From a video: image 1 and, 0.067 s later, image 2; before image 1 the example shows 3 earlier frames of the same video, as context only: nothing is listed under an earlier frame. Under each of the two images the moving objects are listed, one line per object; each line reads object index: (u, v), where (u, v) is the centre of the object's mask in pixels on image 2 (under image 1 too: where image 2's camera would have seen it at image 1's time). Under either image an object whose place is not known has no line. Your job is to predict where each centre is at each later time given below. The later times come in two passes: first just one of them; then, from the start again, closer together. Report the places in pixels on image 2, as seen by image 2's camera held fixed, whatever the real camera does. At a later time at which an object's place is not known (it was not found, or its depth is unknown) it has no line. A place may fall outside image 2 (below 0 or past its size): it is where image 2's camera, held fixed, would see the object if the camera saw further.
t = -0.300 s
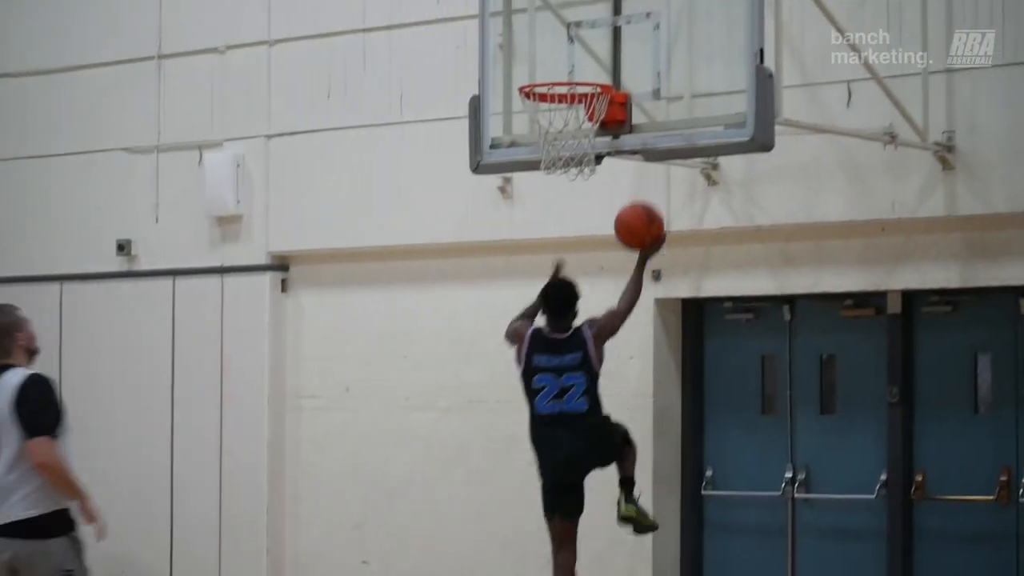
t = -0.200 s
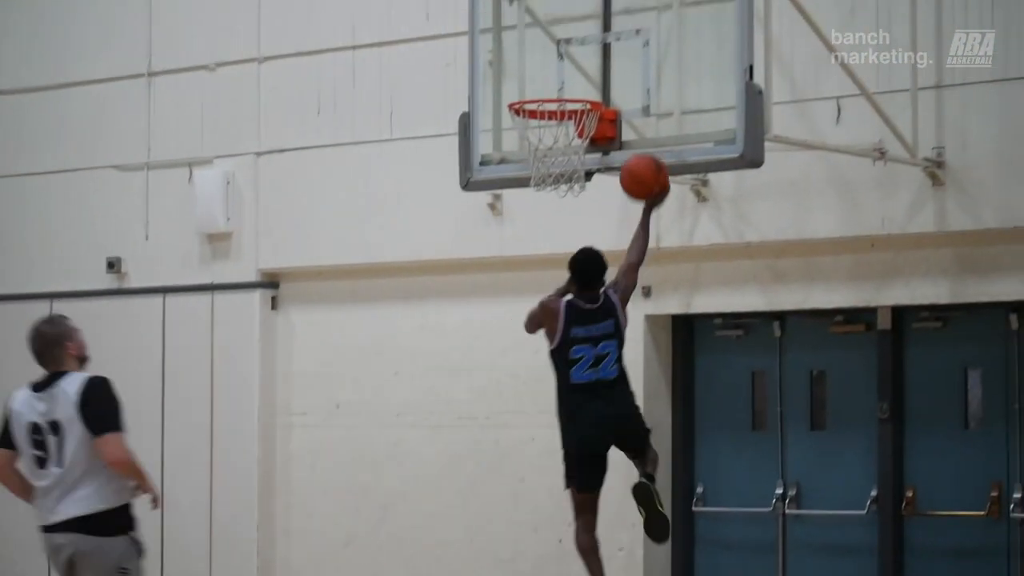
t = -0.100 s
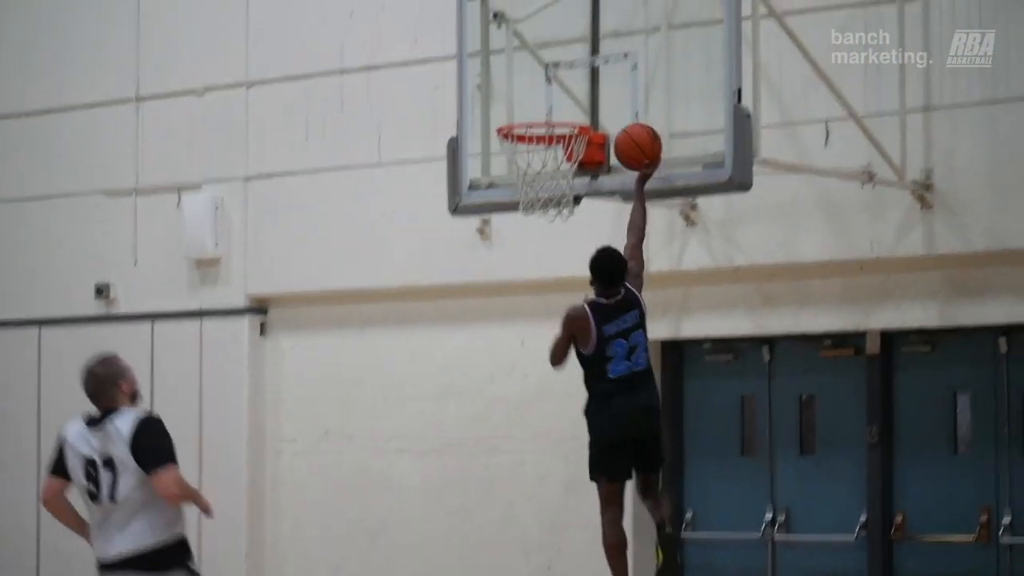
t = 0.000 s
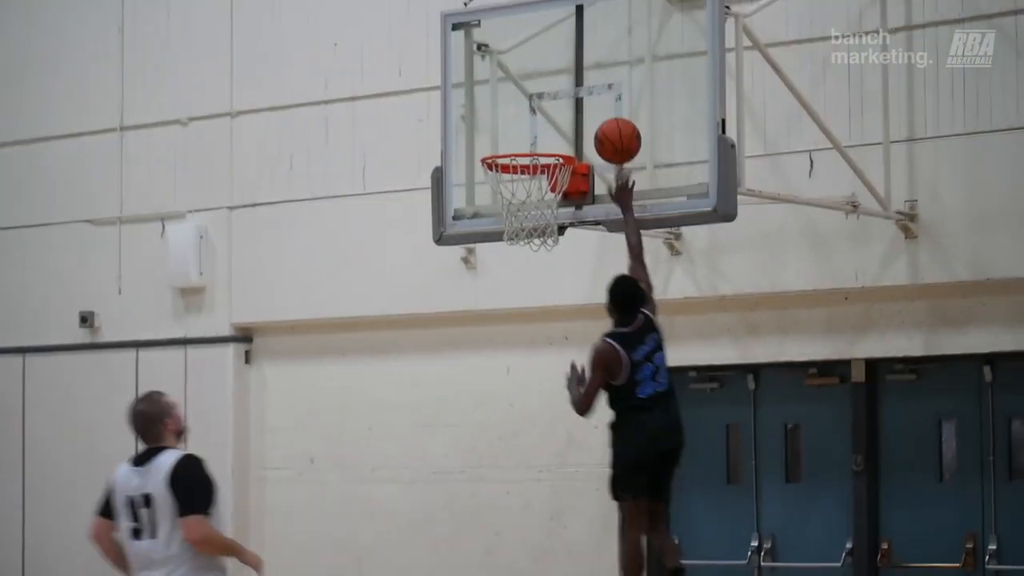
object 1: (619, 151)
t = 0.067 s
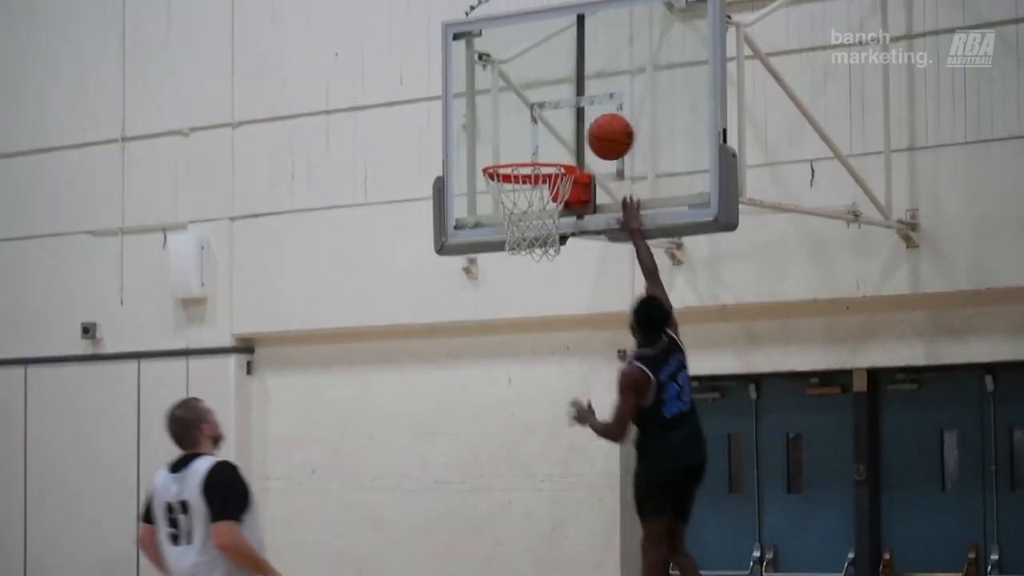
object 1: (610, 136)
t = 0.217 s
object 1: (572, 134)
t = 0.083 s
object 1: (606, 134)
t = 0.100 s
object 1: (602, 132)
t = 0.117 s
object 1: (598, 131)
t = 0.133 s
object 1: (594, 130)
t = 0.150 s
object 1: (589, 129)
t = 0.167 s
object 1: (585, 129)
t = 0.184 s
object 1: (580, 130)
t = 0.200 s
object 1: (576, 132)
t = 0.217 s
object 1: (572, 134)
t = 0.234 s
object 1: (568, 137)
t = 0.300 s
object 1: (551, 148)
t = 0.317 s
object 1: (546, 150)
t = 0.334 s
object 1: (541, 160)
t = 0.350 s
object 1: (538, 164)
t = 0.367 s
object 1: (533, 170)
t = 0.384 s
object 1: (531, 176)
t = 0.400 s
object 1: (526, 184)
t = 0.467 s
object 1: (514, 210)
